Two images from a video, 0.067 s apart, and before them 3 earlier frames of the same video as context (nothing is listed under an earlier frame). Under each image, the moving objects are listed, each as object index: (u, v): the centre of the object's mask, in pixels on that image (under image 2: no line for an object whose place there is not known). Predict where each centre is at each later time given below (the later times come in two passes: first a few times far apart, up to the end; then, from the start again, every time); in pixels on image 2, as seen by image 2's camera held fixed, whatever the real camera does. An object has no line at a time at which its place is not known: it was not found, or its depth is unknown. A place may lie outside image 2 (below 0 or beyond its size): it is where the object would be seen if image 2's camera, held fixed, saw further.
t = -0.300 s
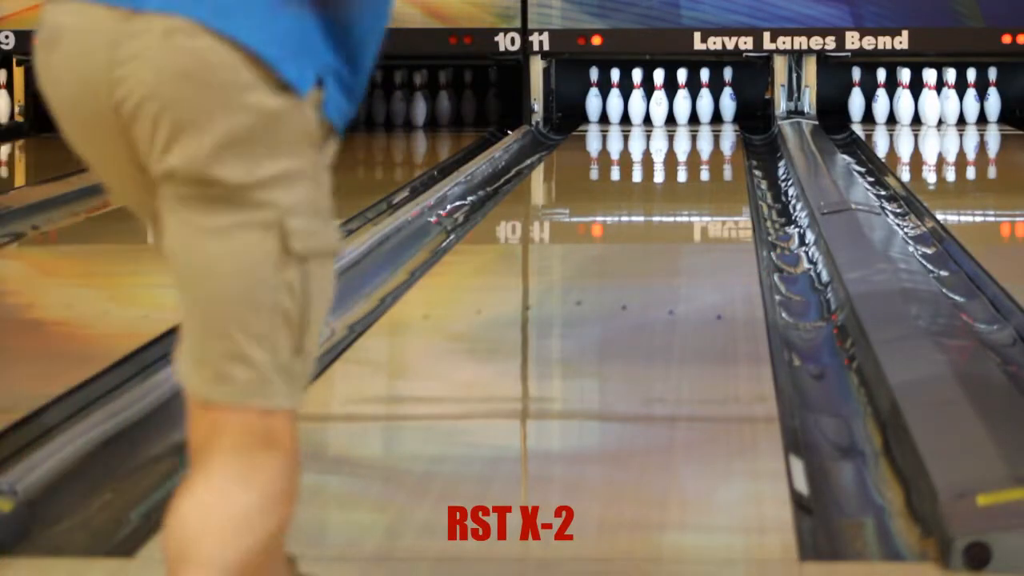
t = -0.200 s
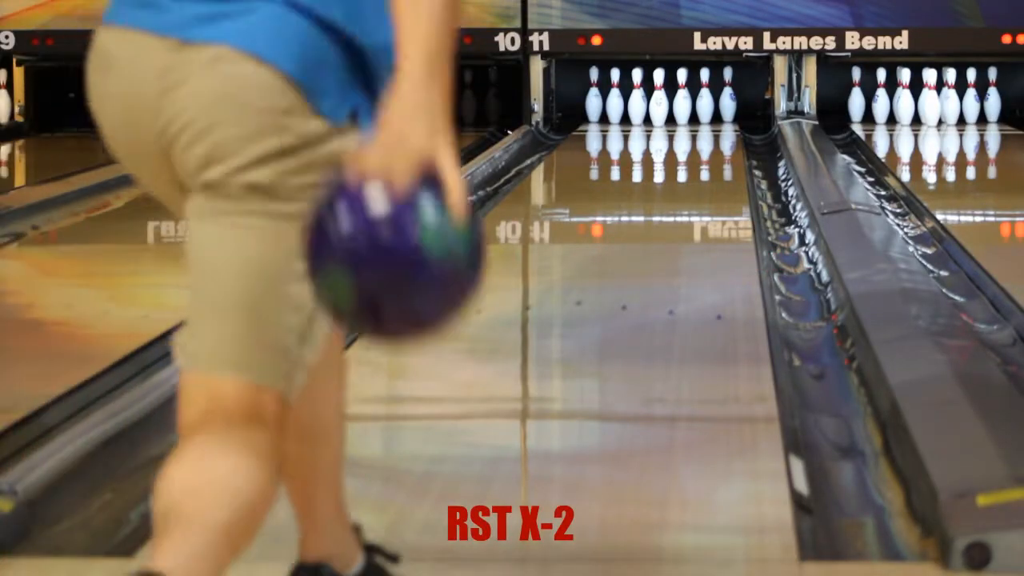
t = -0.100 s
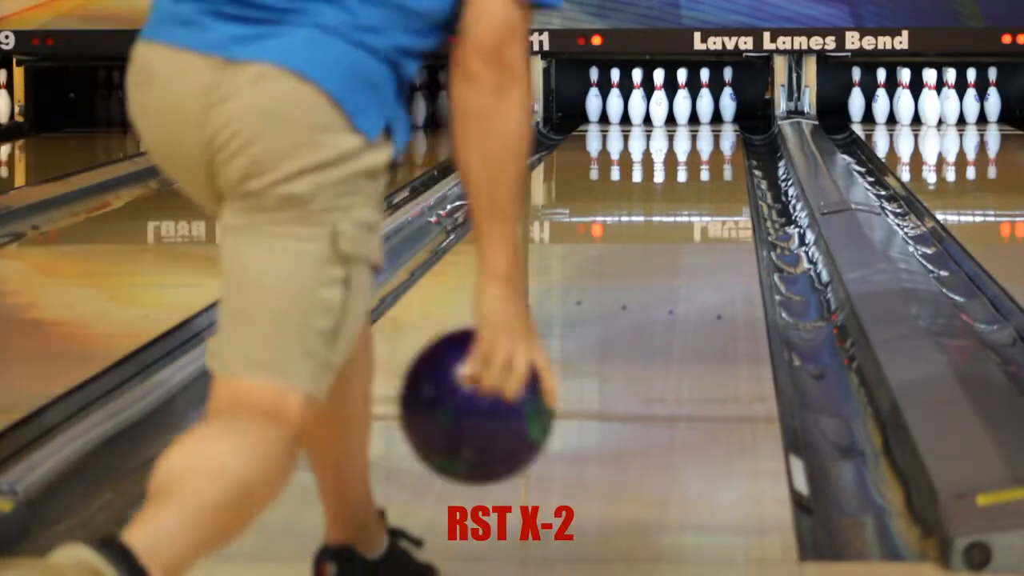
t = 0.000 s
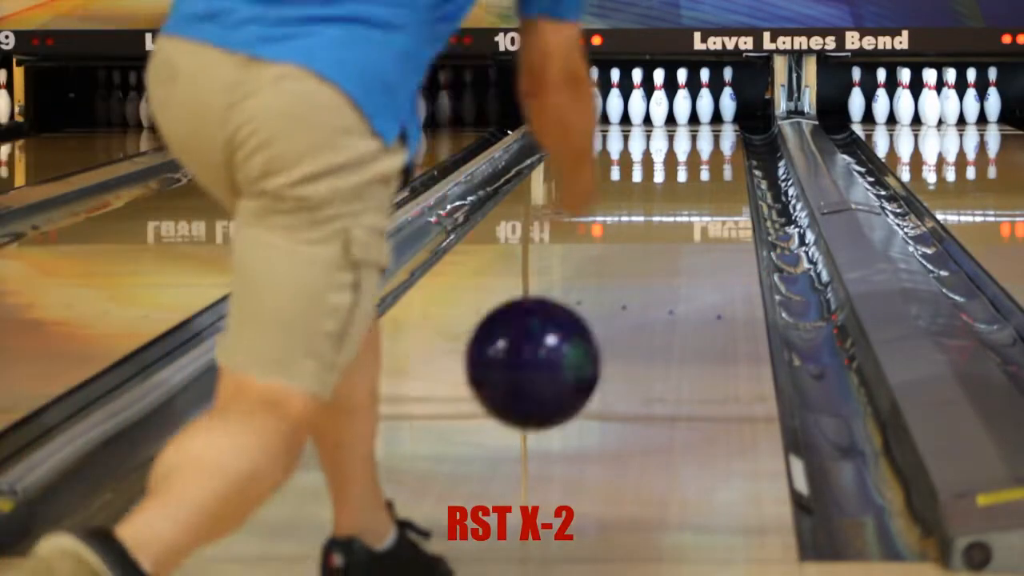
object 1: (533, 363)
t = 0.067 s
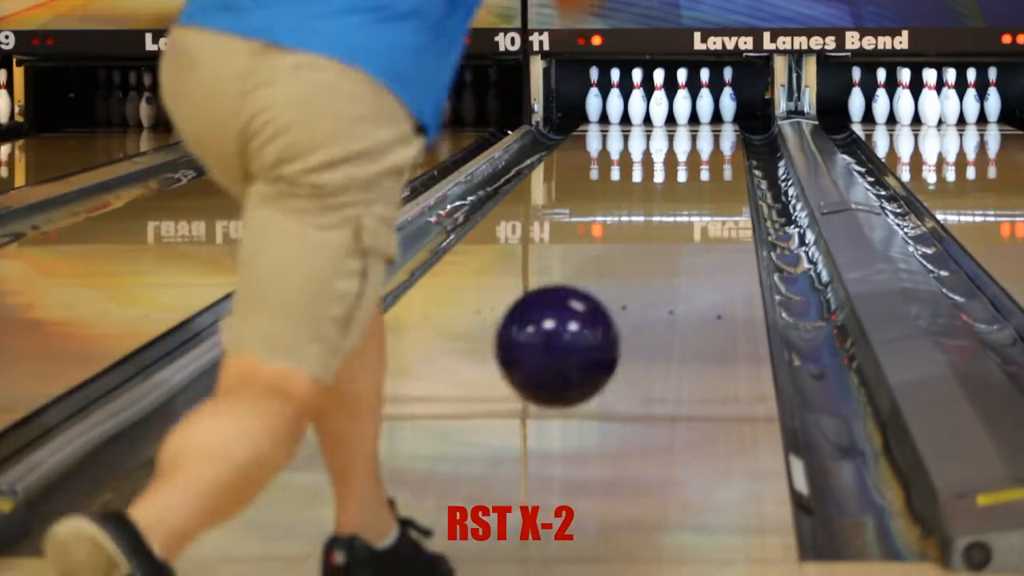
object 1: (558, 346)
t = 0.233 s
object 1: (604, 358)
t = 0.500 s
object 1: (650, 288)
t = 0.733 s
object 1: (674, 242)
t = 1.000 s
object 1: (695, 202)
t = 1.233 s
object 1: (705, 178)
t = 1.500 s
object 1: (712, 156)
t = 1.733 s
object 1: (711, 142)
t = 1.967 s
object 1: (703, 130)
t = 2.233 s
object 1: (686, 120)
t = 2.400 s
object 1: (674, 115)
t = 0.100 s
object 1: (569, 347)
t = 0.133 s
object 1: (579, 355)
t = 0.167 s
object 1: (588, 367)
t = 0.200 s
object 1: (596, 381)
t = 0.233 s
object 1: (604, 358)
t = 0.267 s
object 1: (611, 341)
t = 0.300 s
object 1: (618, 330)
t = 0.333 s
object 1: (624, 324)
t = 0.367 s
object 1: (630, 323)
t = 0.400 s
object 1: (636, 314)
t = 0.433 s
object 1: (640, 305)
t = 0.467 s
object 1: (645, 296)
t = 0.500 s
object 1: (650, 288)
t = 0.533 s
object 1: (654, 280)
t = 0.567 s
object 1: (658, 273)
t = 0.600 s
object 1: (662, 266)
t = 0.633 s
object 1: (665, 260)
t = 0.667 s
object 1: (668, 254)
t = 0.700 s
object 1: (671, 248)
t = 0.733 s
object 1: (674, 242)
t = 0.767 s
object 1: (677, 236)
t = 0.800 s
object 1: (680, 231)
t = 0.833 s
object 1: (683, 226)
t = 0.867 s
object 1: (685, 222)
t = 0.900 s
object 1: (688, 217)
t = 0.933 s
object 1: (690, 213)
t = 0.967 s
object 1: (693, 206)
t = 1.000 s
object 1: (695, 202)
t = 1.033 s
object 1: (697, 198)
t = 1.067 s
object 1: (698, 195)
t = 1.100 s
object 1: (700, 191)
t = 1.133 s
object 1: (701, 187)
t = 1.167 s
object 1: (703, 184)
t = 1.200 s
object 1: (704, 181)
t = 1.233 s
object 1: (705, 178)
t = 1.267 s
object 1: (707, 175)
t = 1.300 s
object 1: (708, 172)
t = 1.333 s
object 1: (709, 169)
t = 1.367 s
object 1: (709, 168)
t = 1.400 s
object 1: (710, 164)
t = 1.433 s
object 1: (711, 162)
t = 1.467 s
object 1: (712, 159)
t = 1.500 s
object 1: (712, 156)
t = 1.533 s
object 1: (712, 154)
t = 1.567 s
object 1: (712, 152)
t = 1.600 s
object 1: (713, 150)
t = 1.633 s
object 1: (712, 148)
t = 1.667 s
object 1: (712, 146)
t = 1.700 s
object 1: (711, 144)
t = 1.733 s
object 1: (711, 142)
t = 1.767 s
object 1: (710, 140)
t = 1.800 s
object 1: (709, 138)
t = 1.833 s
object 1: (708, 137)
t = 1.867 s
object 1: (707, 135)
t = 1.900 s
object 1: (706, 133)
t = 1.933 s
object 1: (704, 132)
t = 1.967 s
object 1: (703, 130)
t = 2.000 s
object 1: (701, 129)
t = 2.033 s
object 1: (699, 127)
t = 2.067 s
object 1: (697, 126)
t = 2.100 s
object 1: (695, 125)
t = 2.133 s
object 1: (693, 124)
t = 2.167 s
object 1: (690, 122)
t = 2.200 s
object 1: (688, 121)
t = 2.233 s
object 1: (686, 120)
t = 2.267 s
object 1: (683, 119)
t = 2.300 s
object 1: (681, 118)
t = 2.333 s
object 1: (679, 116)
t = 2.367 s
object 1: (678, 116)
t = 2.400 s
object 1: (674, 115)
